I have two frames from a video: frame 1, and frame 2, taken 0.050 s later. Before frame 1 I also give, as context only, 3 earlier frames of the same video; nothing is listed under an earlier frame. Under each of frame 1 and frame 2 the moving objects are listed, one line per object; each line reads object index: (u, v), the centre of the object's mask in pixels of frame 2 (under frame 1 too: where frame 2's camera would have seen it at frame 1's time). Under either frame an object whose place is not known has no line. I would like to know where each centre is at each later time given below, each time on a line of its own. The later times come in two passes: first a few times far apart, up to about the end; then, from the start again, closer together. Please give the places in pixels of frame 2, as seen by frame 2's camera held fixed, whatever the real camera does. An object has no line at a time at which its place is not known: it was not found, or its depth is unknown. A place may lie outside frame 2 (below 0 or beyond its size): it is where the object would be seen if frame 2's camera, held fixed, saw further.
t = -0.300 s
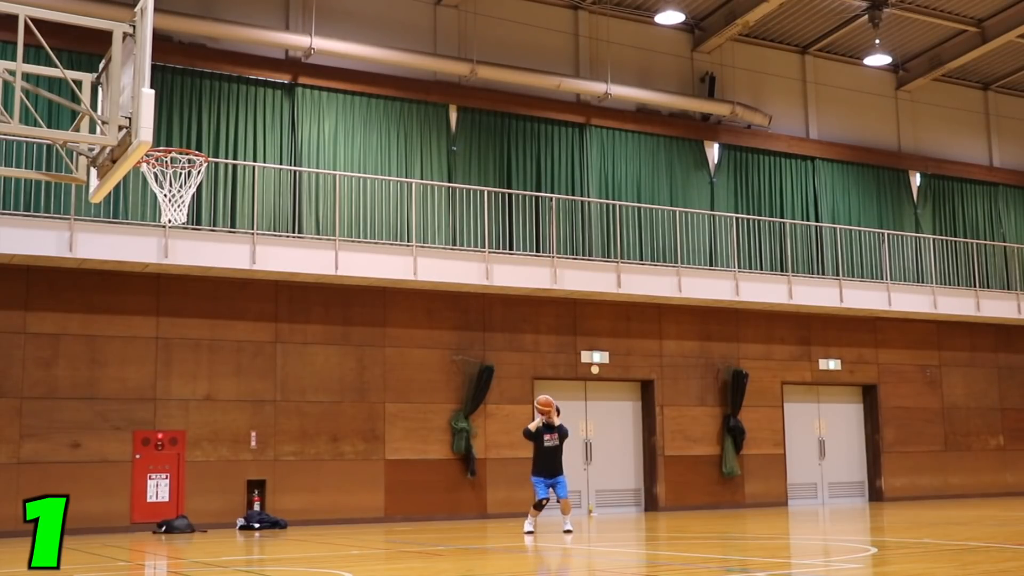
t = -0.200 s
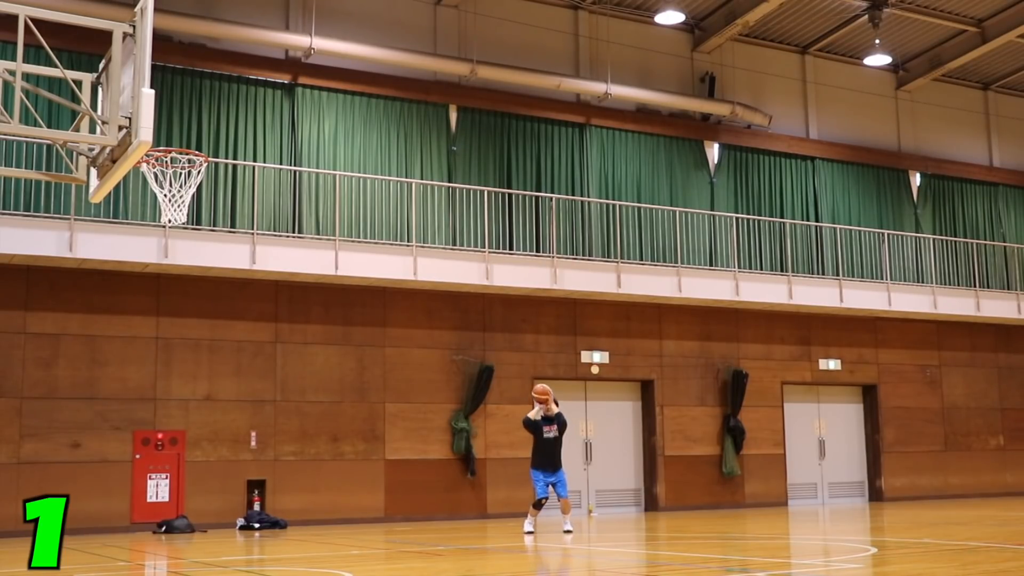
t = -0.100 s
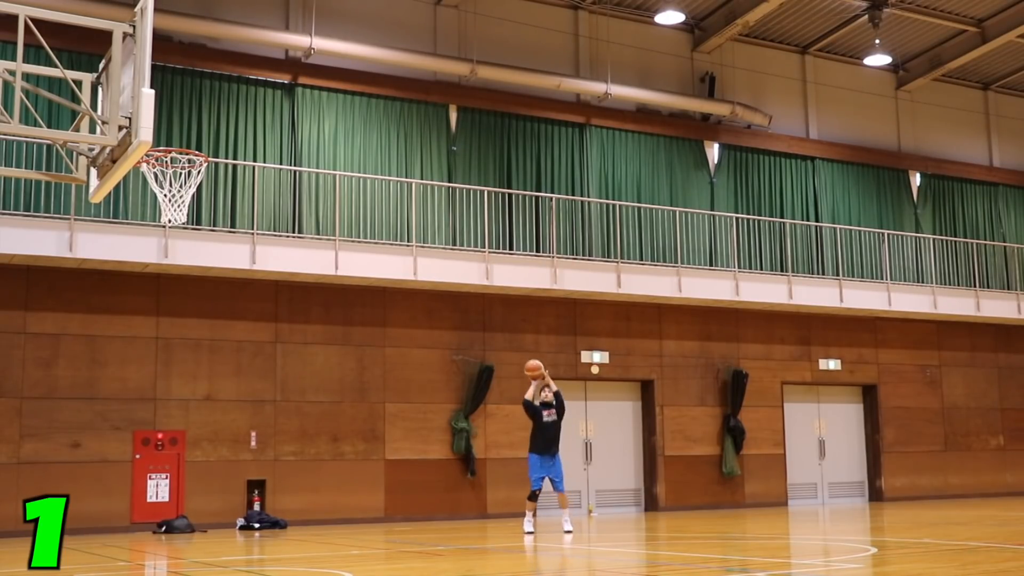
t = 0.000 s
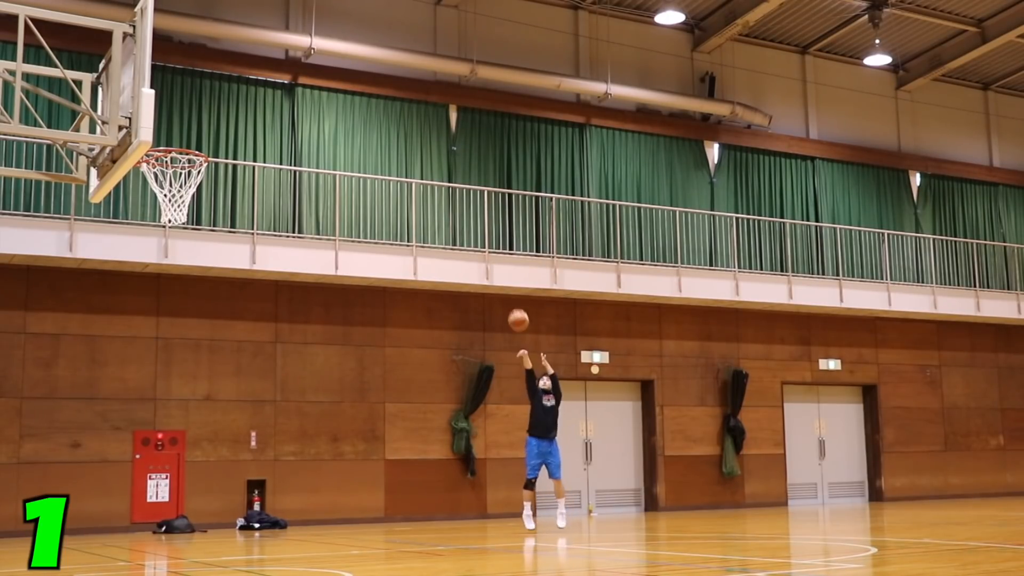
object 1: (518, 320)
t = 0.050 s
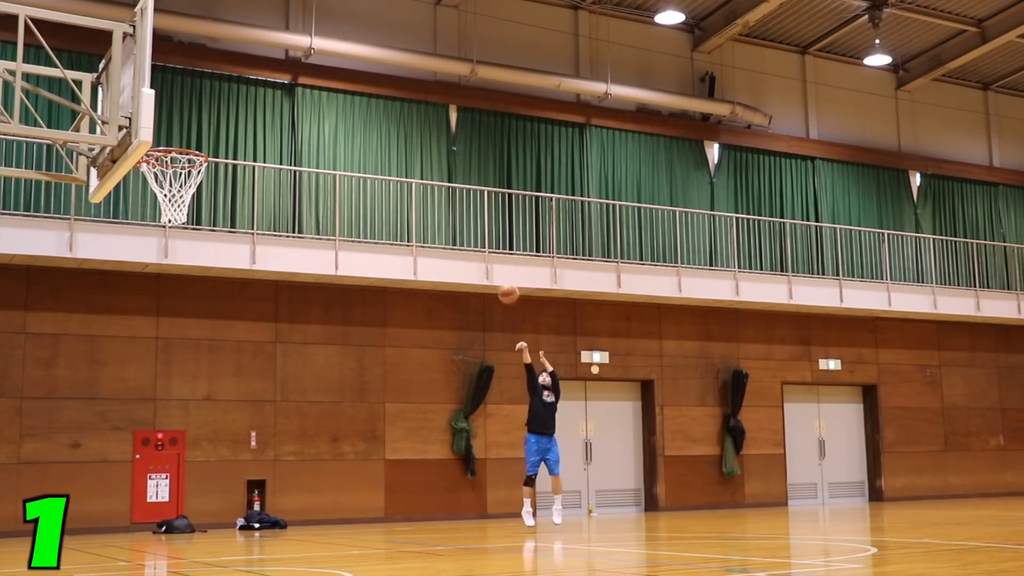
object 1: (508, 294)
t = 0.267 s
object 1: (462, 194)
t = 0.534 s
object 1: (395, 113)
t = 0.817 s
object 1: (308, 88)
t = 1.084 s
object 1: (204, 145)
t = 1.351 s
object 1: (207, 86)
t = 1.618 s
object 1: (220, 89)
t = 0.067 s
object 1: (505, 285)
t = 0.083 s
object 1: (501, 277)
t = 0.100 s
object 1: (498, 268)
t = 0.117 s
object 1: (495, 260)
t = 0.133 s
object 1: (492, 252)
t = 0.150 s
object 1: (488, 244)
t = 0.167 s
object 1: (484, 237)
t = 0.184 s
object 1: (481, 228)
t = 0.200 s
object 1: (477, 221)
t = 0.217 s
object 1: (474, 214)
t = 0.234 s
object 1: (470, 207)
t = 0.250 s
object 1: (466, 200)
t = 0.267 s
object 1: (462, 194)
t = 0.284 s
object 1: (458, 187)
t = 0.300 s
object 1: (454, 180)
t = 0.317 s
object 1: (451, 174)
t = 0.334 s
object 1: (447, 169)
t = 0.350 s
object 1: (442, 163)
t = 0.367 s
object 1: (439, 157)
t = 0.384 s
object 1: (434, 152)
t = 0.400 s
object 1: (430, 147)
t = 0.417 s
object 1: (426, 142)
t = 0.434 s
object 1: (422, 138)
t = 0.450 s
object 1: (418, 133)
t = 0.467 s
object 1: (413, 129)
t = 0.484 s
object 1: (409, 124)
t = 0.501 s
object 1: (405, 121)
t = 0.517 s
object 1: (400, 117)
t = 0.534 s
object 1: (395, 113)
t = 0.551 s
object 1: (391, 110)
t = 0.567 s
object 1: (386, 107)
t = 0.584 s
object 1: (381, 103)
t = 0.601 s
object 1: (377, 101)
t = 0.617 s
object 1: (372, 99)
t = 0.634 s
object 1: (367, 96)
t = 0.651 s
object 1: (362, 94)
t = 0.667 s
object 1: (357, 92)
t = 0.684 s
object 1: (352, 90)
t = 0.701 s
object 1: (347, 89)
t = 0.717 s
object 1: (342, 89)
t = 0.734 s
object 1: (336, 88)
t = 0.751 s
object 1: (331, 87)
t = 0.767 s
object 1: (326, 87)
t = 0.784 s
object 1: (320, 87)
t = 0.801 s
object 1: (314, 88)
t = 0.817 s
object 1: (308, 88)
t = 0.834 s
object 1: (302, 89)
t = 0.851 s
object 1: (297, 91)
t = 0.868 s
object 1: (291, 92)
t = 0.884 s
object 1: (284, 94)
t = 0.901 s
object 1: (279, 96)
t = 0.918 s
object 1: (272, 99)
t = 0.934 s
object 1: (266, 102)
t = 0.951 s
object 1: (259, 106)
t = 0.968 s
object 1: (253, 109)
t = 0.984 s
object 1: (246, 113)
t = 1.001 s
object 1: (239, 118)
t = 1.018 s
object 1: (232, 123)
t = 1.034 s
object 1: (225, 129)
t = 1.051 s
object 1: (218, 134)
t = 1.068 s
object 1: (211, 140)
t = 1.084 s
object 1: (204, 145)
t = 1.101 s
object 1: (196, 150)
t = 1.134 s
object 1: (196, 142)
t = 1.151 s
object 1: (196, 139)
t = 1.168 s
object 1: (196, 134)
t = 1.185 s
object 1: (197, 127)
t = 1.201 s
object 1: (199, 122)
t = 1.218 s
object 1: (199, 117)
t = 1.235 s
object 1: (200, 112)
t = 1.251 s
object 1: (202, 107)
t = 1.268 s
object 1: (202, 103)
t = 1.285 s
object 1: (203, 99)
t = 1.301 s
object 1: (204, 95)
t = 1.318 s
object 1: (205, 92)
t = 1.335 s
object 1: (206, 89)
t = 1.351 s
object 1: (207, 86)
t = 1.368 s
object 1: (208, 84)
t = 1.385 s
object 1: (209, 82)
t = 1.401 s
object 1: (209, 81)
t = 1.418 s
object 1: (210, 80)
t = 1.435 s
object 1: (211, 79)
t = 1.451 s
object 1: (212, 78)
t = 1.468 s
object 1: (213, 78)
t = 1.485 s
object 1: (214, 78)
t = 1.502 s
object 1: (215, 78)
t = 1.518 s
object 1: (216, 79)
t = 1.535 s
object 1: (216, 80)
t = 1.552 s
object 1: (217, 81)
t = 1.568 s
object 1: (218, 83)
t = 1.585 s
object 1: (219, 85)
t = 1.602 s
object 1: (219, 87)
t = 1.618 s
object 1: (220, 89)
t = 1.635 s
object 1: (221, 92)
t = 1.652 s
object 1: (221, 95)
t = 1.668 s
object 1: (222, 99)
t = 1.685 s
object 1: (223, 103)
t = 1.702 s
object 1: (224, 106)
